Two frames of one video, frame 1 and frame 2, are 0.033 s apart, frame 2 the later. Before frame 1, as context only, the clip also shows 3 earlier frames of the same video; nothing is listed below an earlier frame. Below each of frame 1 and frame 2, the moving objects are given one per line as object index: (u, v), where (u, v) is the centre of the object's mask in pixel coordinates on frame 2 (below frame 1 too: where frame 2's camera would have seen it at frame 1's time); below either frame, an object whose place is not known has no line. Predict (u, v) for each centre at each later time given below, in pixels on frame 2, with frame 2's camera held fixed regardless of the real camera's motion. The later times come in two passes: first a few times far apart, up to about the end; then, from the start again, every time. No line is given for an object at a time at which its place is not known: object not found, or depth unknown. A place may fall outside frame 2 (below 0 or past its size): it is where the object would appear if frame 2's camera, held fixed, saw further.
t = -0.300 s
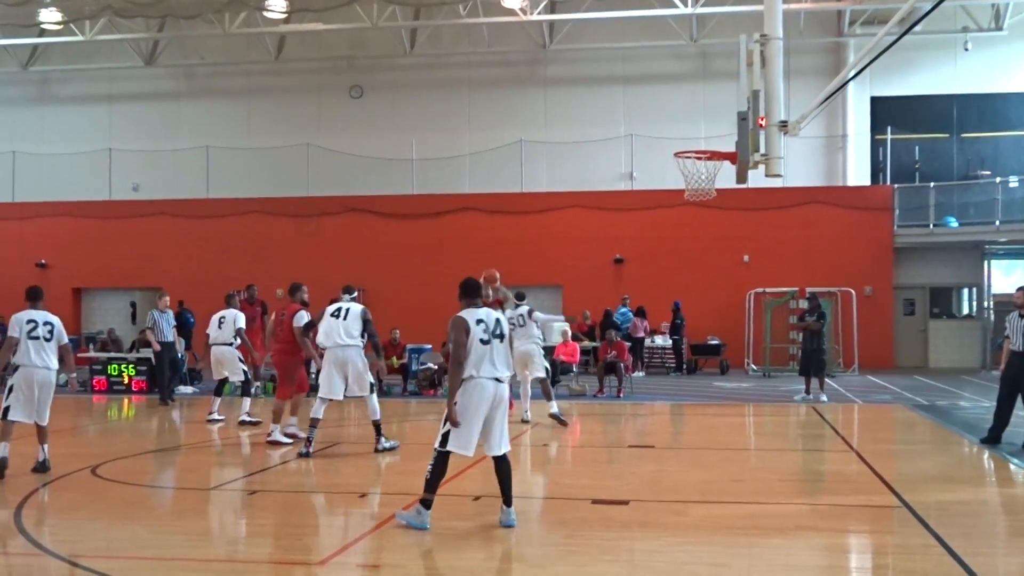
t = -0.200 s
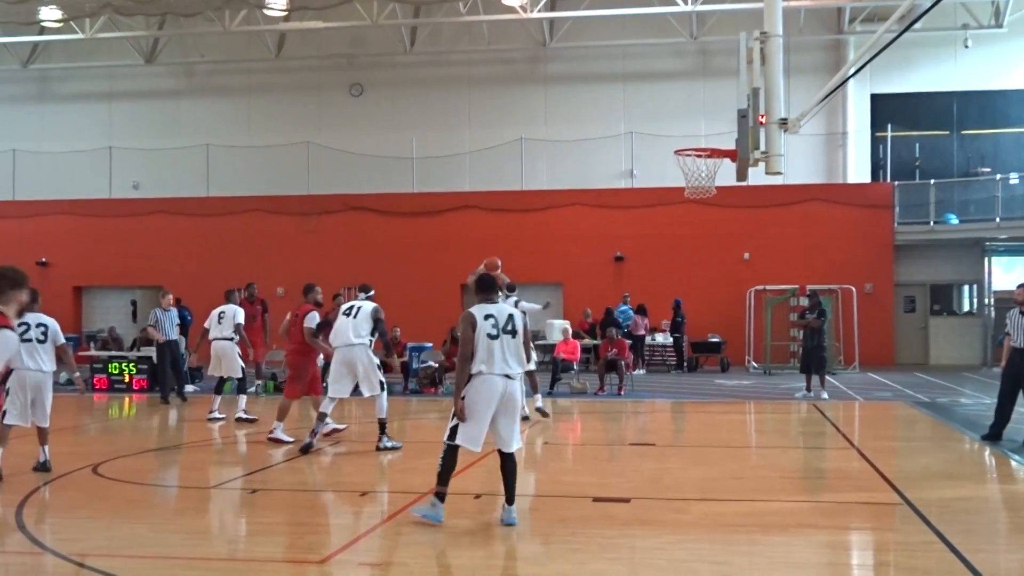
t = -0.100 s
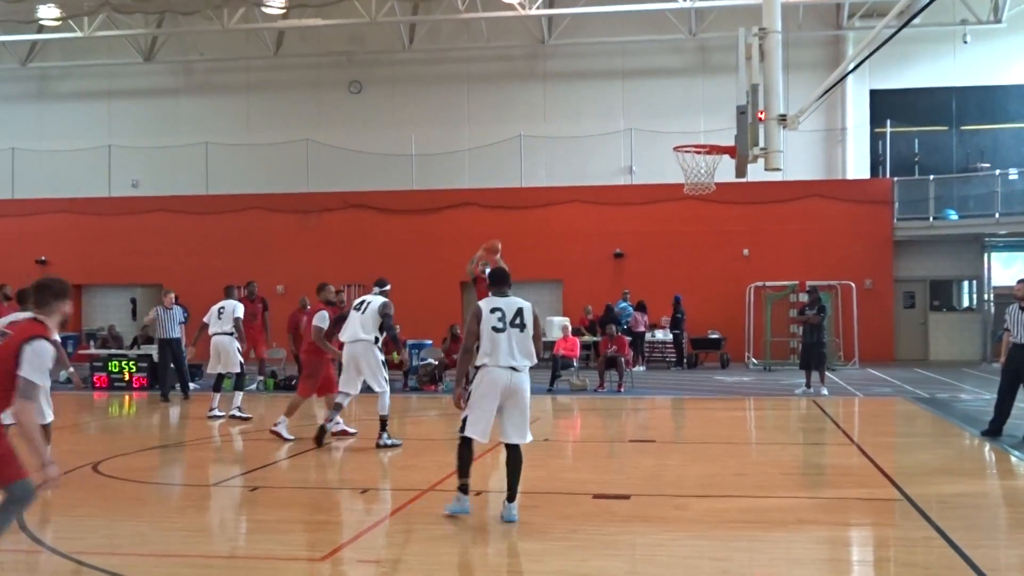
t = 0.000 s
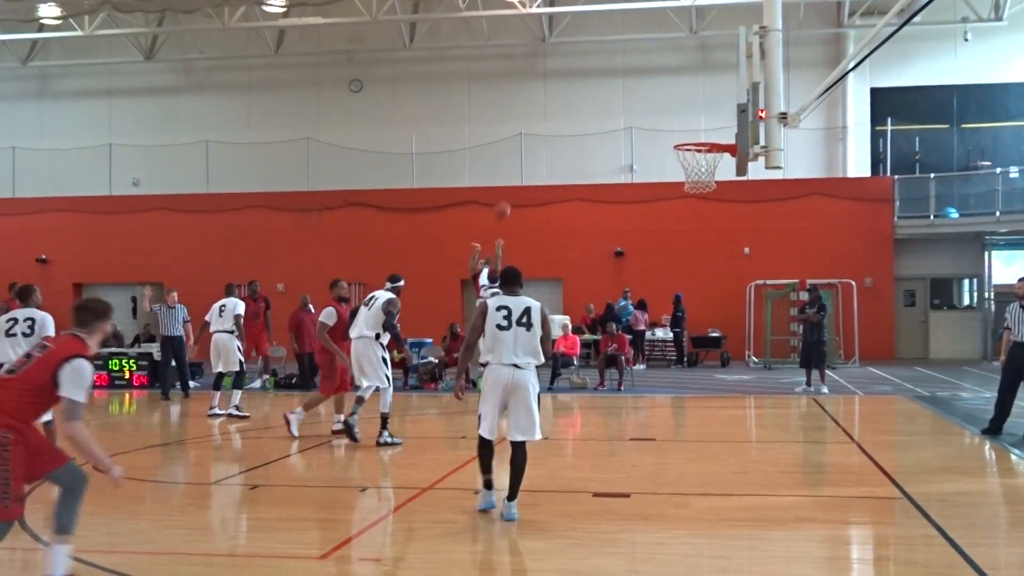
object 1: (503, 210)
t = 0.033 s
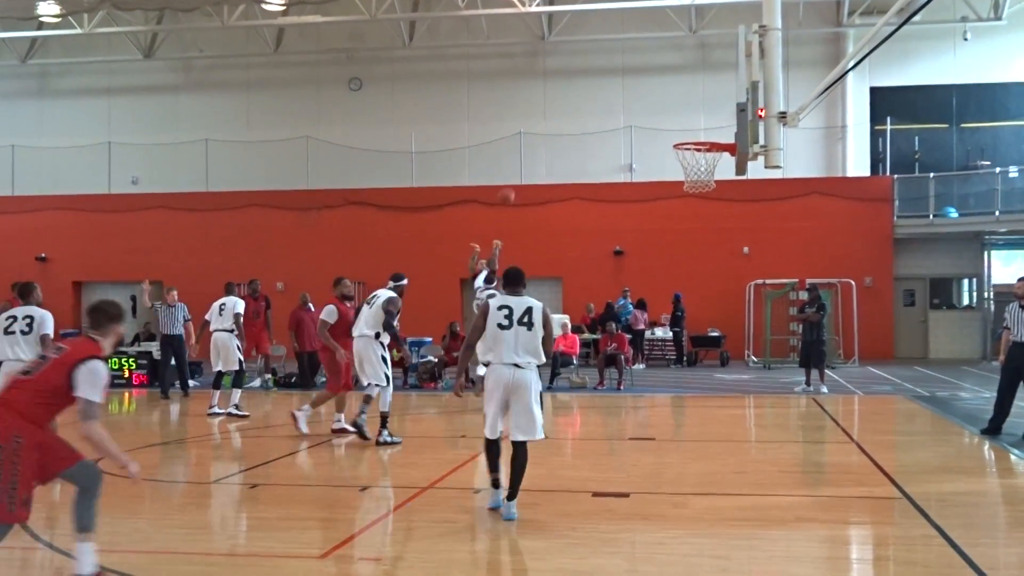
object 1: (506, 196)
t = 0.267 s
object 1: (538, 121)
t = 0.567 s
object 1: (588, 67)
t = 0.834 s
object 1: (644, 77)
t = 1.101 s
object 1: (705, 122)
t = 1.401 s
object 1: (713, 45)
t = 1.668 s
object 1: (683, 63)
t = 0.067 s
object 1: (509, 184)
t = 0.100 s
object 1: (514, 172)
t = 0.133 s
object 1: (518, 161)
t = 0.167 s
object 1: (523, 150)
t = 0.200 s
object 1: (528, 140)
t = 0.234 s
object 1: (532, 130)
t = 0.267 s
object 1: (538, 121)
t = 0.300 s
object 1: (543, 112)
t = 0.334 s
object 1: (548, 105)
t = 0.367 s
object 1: (553, 97)
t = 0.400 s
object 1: (558, 90)
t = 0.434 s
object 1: (565, 84)
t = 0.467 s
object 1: (570, 79)
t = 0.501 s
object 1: (576, 75)
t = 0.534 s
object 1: (582, 71)
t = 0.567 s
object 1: (588, 67)
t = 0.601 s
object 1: (594, 66)
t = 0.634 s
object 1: (601, 64)
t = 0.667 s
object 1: (608, 64)
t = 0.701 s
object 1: (614, 64)
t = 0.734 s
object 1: (622, 66)
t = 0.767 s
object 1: (629, 68)
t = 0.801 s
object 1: (636, 72)
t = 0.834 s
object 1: (644, 77)
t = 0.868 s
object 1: (652, 82)
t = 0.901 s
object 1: (660, 90)
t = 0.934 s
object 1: (666, 97)
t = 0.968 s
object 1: (676, 107)
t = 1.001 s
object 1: (685, 118)
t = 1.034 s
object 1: (693, 130)
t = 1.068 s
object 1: (700, 134)
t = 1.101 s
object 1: (705, 122)
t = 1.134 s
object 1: (710, 108)
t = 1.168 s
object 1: (714, 96)
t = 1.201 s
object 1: (719, 84)
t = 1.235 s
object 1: (724, 73)
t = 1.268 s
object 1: (727, 64)
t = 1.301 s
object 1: (724, 58)
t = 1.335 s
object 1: (720, 53)
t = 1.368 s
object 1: (716, 48)
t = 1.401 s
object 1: (713, 45)
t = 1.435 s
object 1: (709, 43)
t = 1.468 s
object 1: (706, 42)
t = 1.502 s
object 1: (702, 43)
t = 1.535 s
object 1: (698, 44)
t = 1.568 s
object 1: (694, 47)
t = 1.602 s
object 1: (690, 51)
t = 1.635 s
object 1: (687, 56)
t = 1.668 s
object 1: (683, 63)
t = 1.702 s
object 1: (679, 71)
